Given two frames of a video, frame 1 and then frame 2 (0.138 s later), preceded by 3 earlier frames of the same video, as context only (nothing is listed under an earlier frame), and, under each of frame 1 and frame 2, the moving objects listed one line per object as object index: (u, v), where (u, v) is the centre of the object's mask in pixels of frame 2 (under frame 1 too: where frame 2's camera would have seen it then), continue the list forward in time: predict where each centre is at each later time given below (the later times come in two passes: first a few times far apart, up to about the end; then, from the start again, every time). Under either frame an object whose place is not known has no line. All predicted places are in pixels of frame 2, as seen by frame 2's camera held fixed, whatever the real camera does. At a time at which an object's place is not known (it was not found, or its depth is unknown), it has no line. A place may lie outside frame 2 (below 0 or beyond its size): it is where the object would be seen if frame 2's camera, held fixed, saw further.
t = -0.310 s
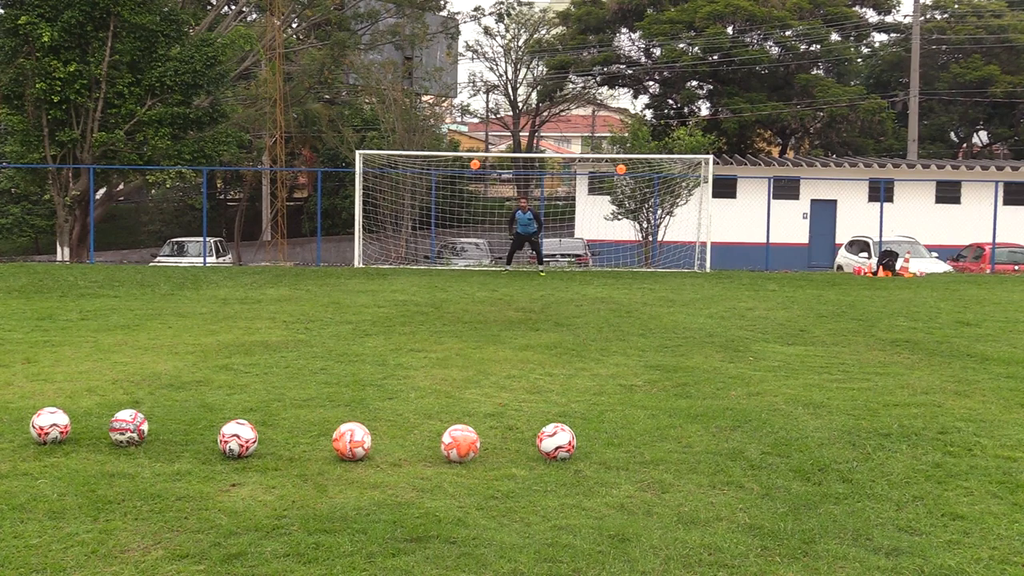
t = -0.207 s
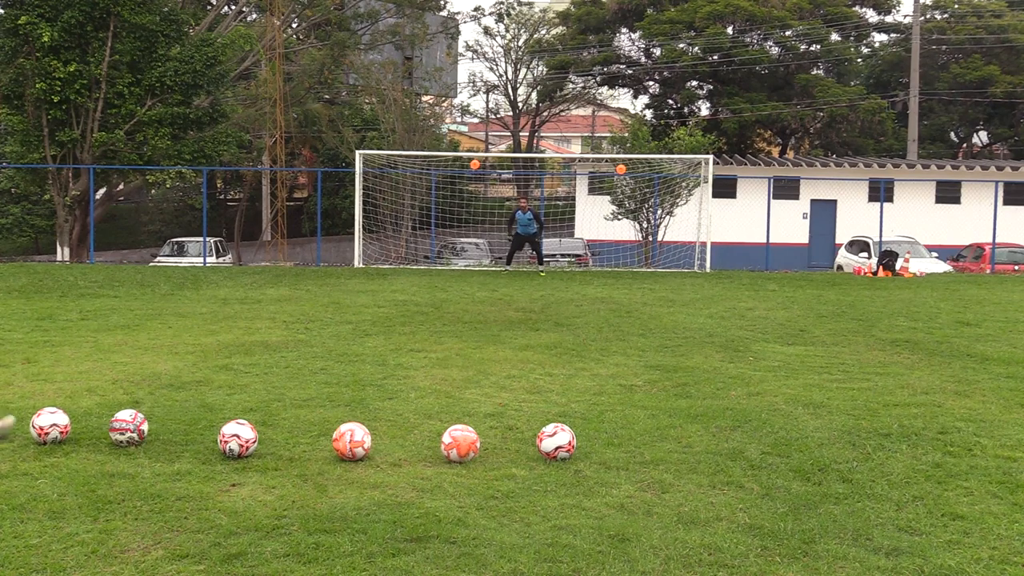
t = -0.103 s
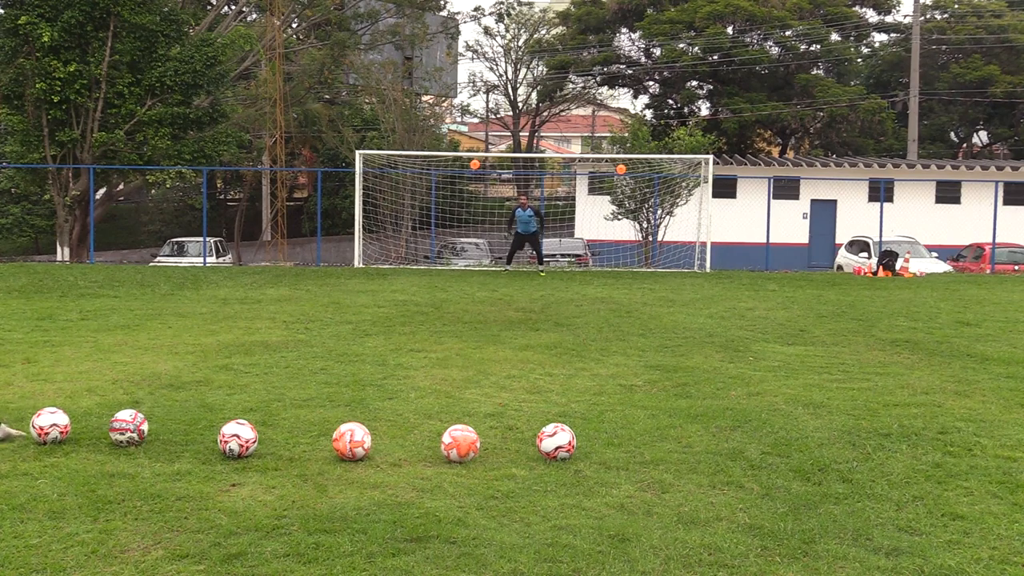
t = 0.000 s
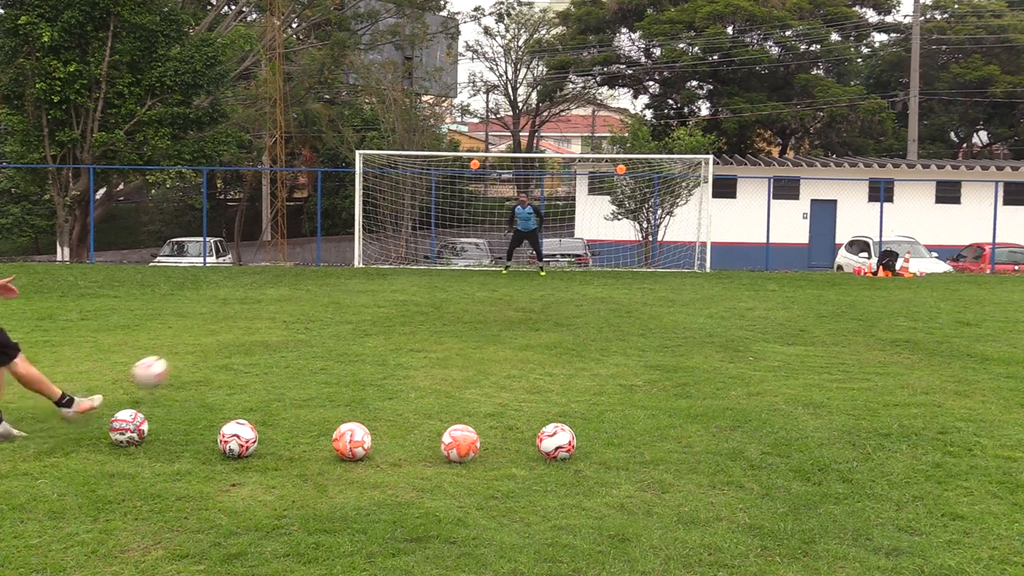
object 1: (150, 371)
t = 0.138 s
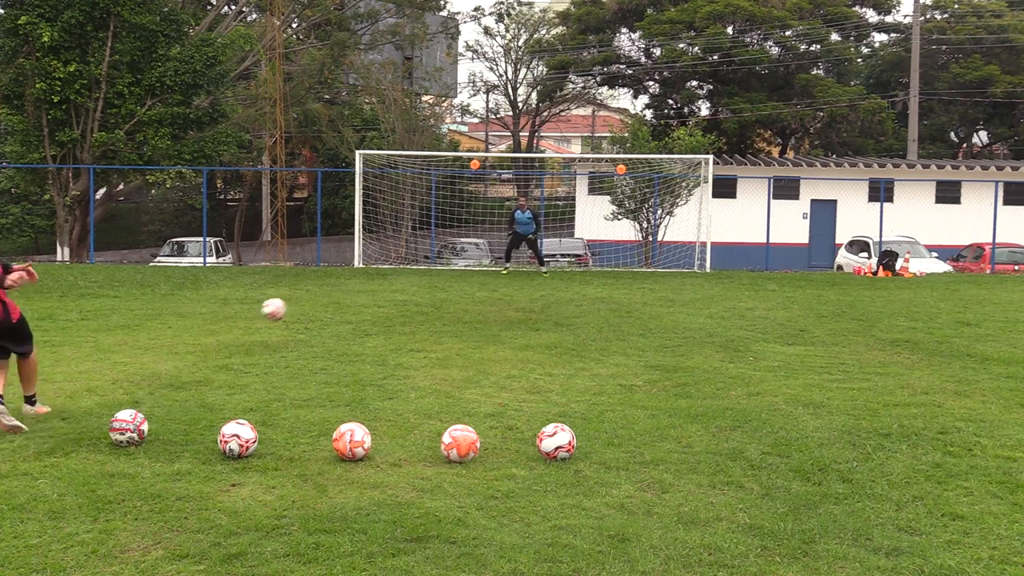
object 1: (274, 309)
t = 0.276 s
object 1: (337, 285)
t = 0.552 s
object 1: (395, 274)
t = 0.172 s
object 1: (293, 300)
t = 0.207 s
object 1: (311, 294)
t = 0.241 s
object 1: (325, 289)
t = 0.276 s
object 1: (337, 285)
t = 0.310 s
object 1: (348, 283)
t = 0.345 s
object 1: (357, 281)
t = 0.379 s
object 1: (365, 280)
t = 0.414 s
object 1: (371, 279)
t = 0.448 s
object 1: (377, 280)
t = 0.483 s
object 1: (387, 281)
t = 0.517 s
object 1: (391, 278)
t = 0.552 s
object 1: (395, 274)
